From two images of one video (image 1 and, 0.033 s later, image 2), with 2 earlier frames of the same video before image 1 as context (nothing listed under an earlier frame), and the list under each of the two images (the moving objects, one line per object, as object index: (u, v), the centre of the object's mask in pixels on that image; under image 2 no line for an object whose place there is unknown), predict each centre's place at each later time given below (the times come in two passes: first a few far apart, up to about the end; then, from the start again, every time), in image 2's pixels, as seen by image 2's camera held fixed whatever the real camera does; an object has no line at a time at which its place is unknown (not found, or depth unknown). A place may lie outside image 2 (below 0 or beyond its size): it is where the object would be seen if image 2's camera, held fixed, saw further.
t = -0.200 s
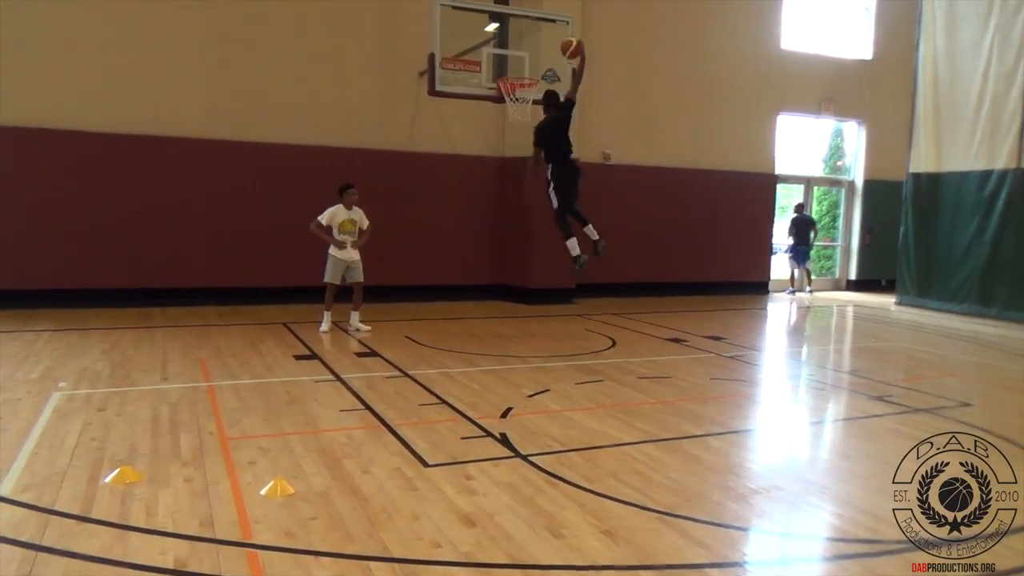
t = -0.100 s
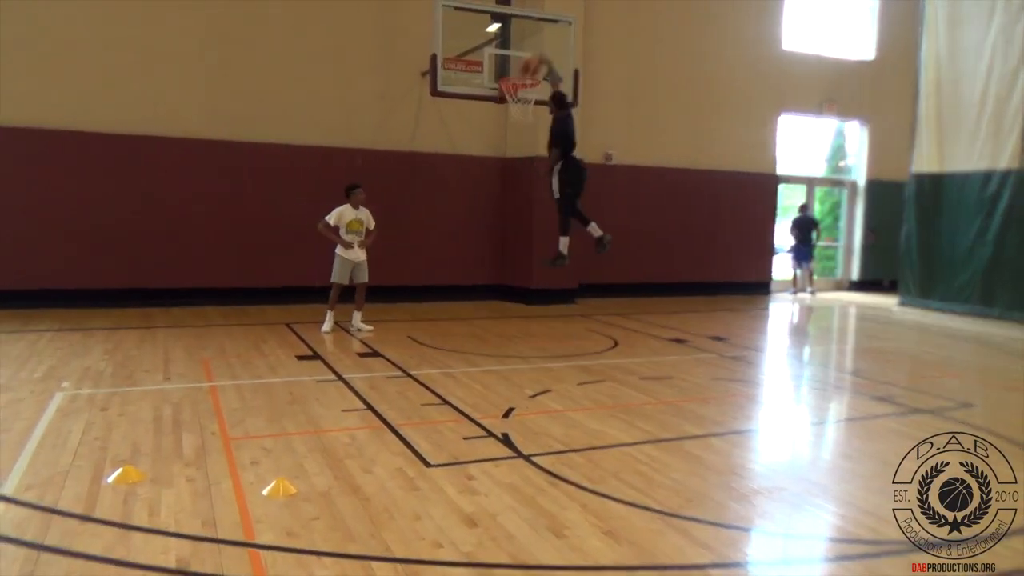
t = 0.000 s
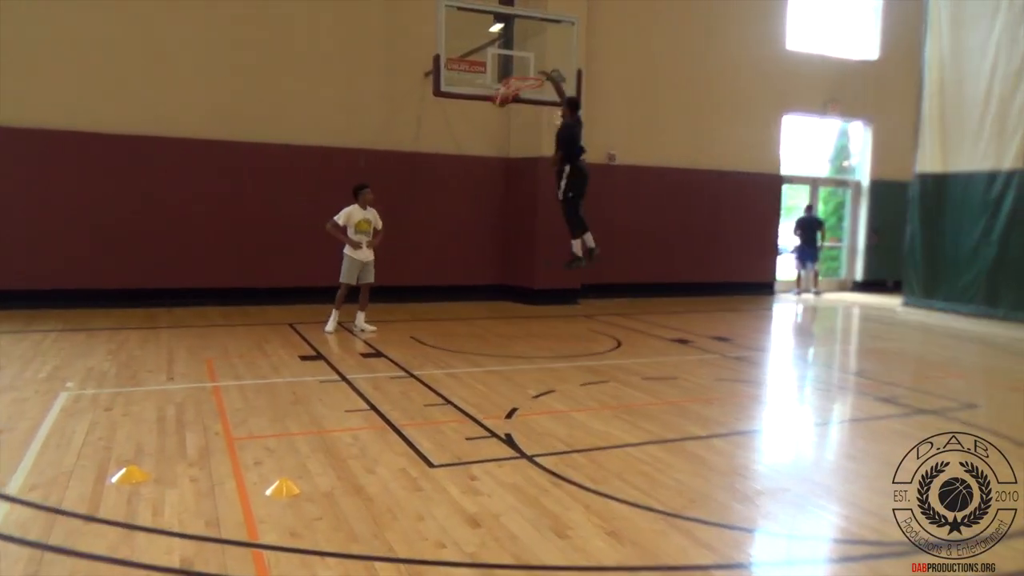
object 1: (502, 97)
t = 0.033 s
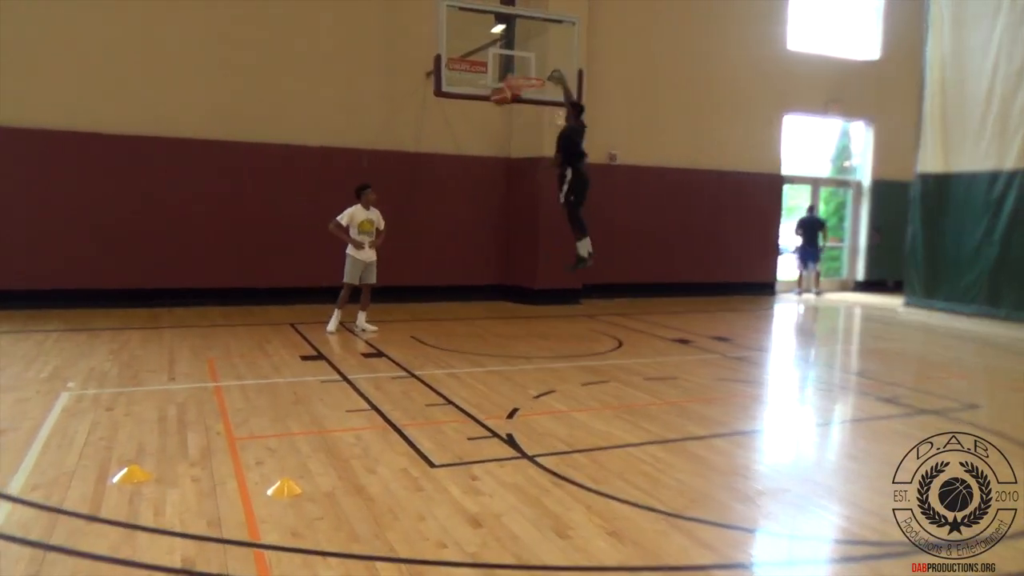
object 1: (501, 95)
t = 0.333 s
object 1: (504, 141)
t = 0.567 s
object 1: (508, 231)
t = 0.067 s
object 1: (500, 94)
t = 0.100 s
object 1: (501, 95)
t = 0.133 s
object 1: (502, 99)
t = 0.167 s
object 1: (501, 104)
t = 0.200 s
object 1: (501, 110)
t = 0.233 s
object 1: (502, 115)
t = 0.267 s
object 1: (503, 123)
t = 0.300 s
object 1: (503, 132)
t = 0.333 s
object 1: (504, 141)
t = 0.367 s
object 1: (505, 151)
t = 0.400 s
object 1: (506, 162)
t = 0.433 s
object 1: (507, 174)
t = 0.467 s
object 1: (507, 186)
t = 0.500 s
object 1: (507, 200)
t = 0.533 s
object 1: (508, 216)
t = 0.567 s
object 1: (508, 231)
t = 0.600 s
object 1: (507, 248)
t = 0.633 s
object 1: (508, 265)
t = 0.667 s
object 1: (508, 284)
